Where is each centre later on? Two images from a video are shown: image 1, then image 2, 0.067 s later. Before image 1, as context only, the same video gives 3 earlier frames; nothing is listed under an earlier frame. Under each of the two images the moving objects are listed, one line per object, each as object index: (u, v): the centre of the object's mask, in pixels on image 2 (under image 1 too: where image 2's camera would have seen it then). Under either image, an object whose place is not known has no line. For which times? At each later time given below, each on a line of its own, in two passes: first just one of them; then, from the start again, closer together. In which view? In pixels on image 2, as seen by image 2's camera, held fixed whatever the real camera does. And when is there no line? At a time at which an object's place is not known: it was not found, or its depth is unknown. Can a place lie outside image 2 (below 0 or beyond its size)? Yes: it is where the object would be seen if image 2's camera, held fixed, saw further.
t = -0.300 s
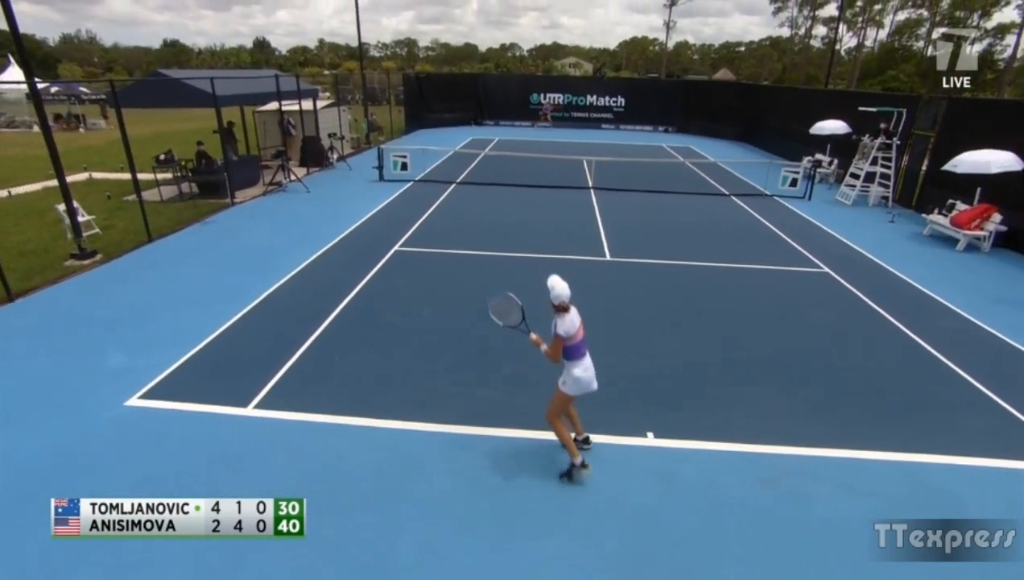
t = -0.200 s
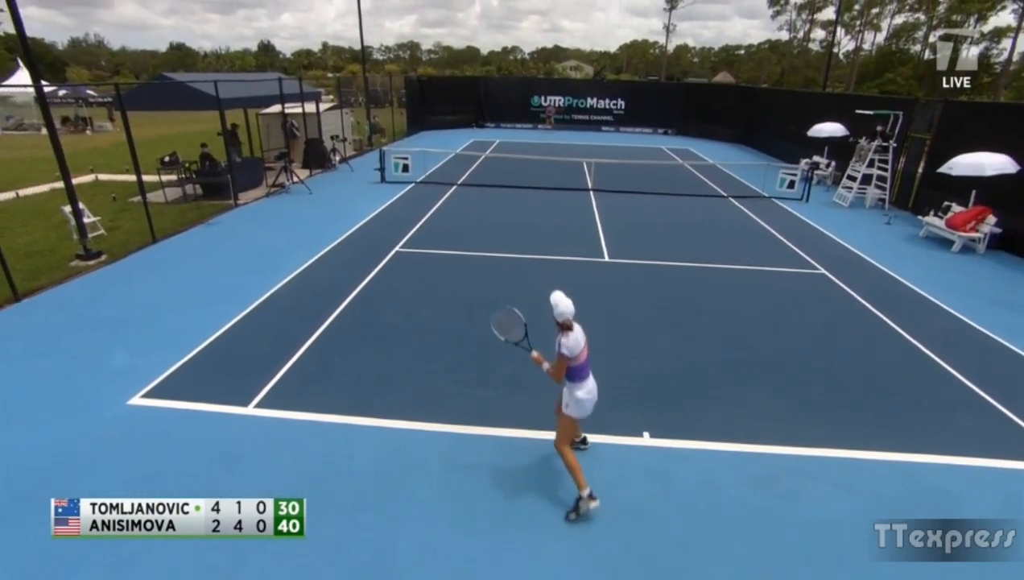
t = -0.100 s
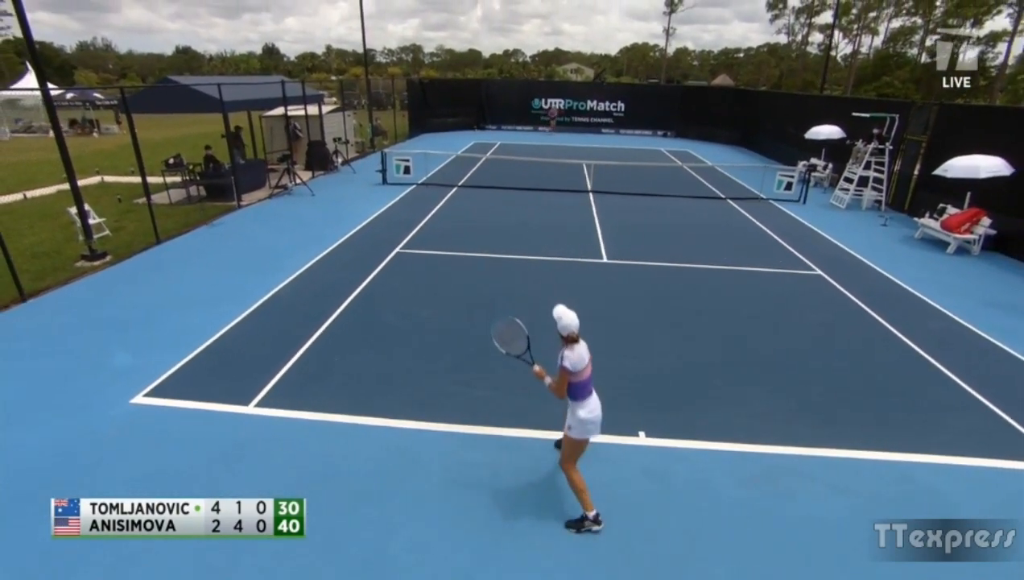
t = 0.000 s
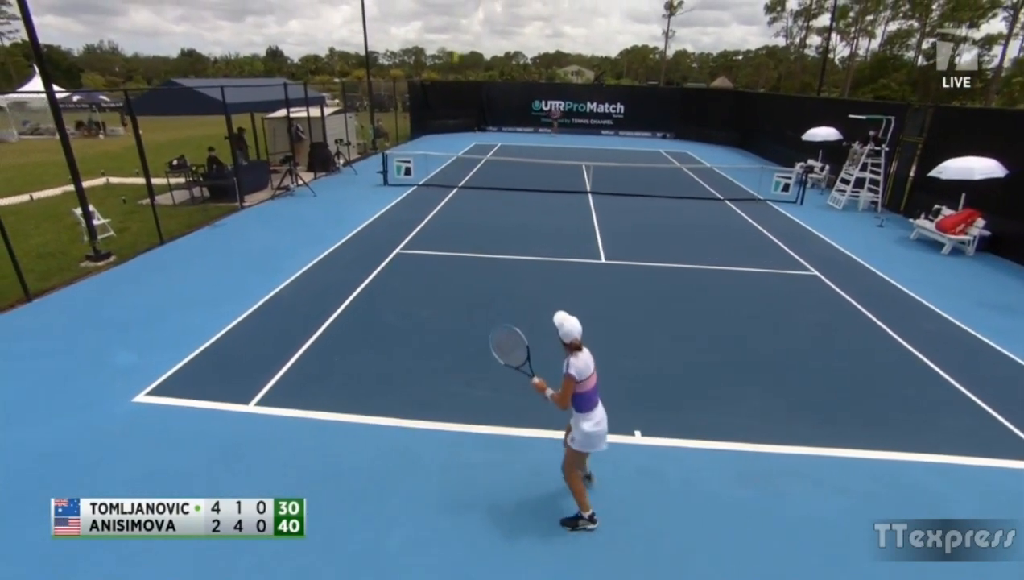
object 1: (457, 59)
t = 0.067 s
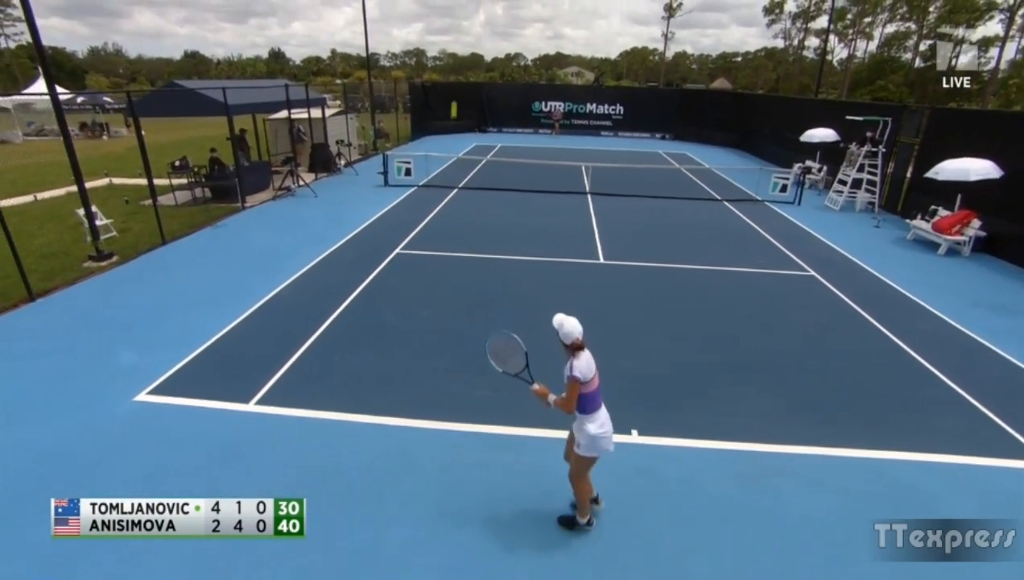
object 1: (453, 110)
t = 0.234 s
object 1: (450, 273)
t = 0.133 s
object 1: (451, 171)
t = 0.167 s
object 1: (450, 203)
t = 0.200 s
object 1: (450, 236)
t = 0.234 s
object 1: (450, 273)
